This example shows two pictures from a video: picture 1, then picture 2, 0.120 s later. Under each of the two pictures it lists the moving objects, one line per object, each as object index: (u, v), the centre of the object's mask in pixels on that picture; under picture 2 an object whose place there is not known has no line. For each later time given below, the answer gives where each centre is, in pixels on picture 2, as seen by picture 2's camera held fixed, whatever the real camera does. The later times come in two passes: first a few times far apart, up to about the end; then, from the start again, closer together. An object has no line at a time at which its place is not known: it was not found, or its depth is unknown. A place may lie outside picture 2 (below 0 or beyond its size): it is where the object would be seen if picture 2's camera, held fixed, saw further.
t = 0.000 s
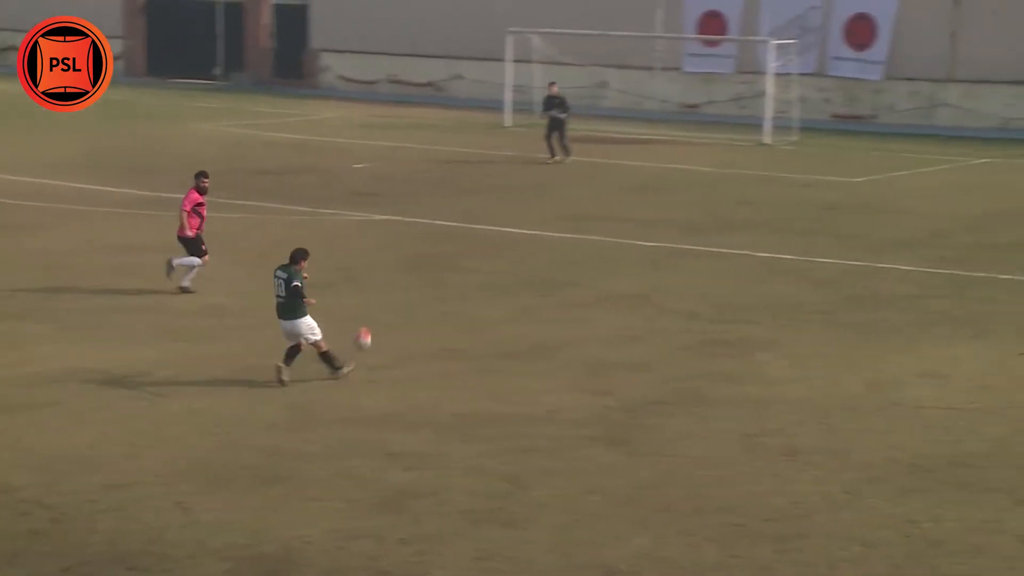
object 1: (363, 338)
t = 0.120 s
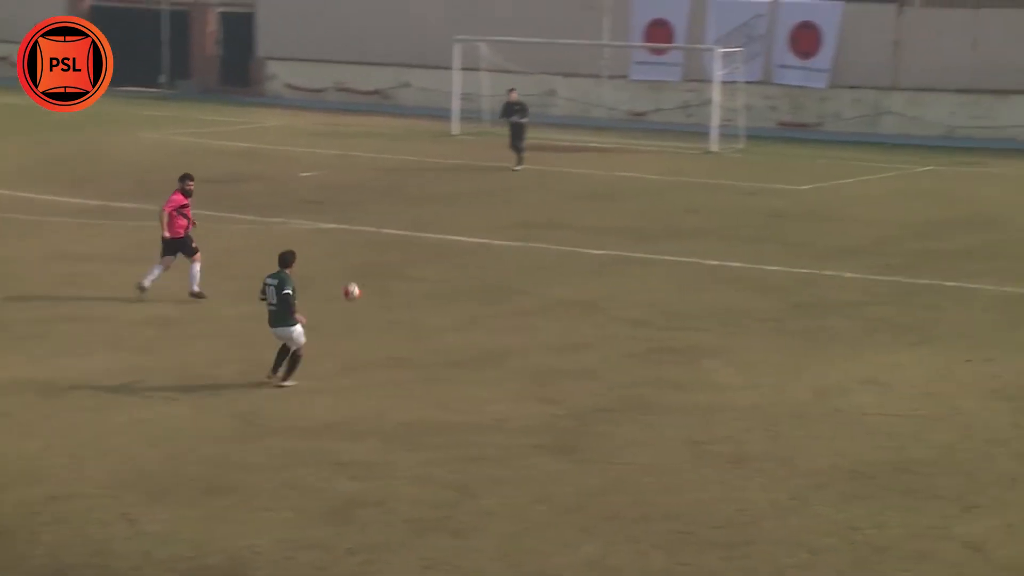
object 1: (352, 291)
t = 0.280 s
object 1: (390, 240)
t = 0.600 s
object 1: (419, 182)
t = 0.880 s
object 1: (417, 166)
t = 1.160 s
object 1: (406, 144)
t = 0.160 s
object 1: (364, 276)
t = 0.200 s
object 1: (374, 263)
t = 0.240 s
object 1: (383, 251)
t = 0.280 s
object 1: (390, 240)
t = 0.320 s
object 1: (397, 229)
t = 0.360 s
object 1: (401, 219)
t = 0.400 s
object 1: (405, 211)
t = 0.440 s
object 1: (409, 203)
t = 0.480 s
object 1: (412, 197)
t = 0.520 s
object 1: (415, 192)
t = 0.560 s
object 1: (417, 187)
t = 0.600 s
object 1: (419, 182)
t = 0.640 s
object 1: (419, 178)
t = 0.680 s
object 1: (419, 175)
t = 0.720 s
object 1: (420, 172)
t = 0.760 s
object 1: (419, 170)
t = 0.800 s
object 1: (419, 169)
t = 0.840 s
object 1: (419, 167)
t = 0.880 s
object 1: (417, 166)
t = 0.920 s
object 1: (415, 165)
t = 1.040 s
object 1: (410, 165)
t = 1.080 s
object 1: (409, 156)
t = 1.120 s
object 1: (408, 150)
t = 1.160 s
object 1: (406, 144)
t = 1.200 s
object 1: (404, 141)
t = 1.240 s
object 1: (401, 137)
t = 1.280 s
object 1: (398, 134)
